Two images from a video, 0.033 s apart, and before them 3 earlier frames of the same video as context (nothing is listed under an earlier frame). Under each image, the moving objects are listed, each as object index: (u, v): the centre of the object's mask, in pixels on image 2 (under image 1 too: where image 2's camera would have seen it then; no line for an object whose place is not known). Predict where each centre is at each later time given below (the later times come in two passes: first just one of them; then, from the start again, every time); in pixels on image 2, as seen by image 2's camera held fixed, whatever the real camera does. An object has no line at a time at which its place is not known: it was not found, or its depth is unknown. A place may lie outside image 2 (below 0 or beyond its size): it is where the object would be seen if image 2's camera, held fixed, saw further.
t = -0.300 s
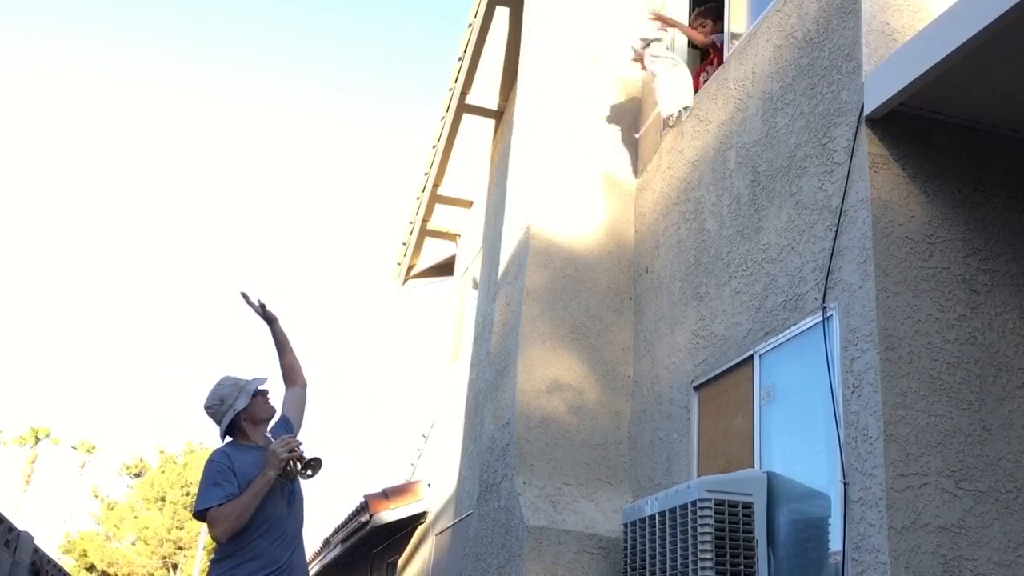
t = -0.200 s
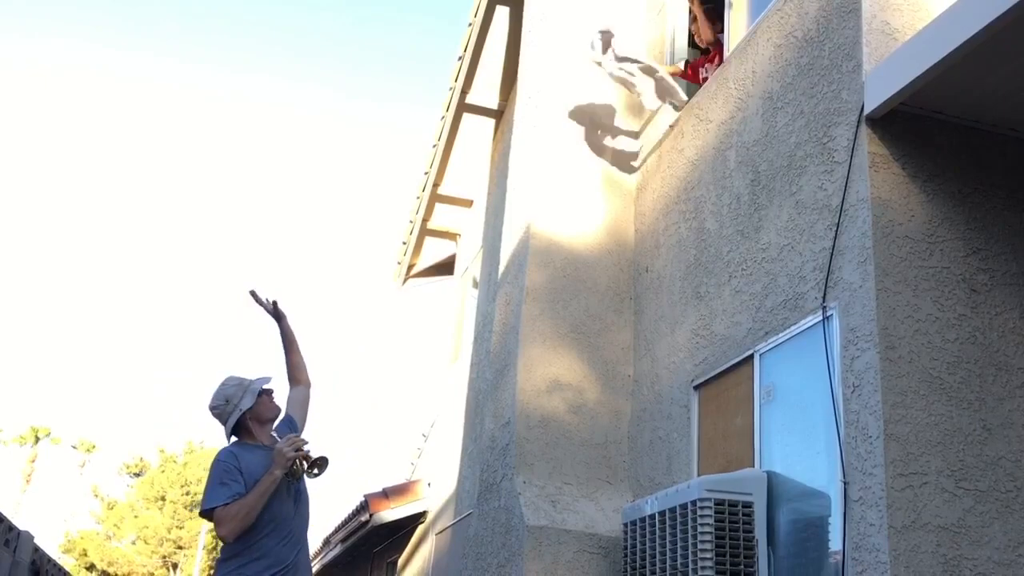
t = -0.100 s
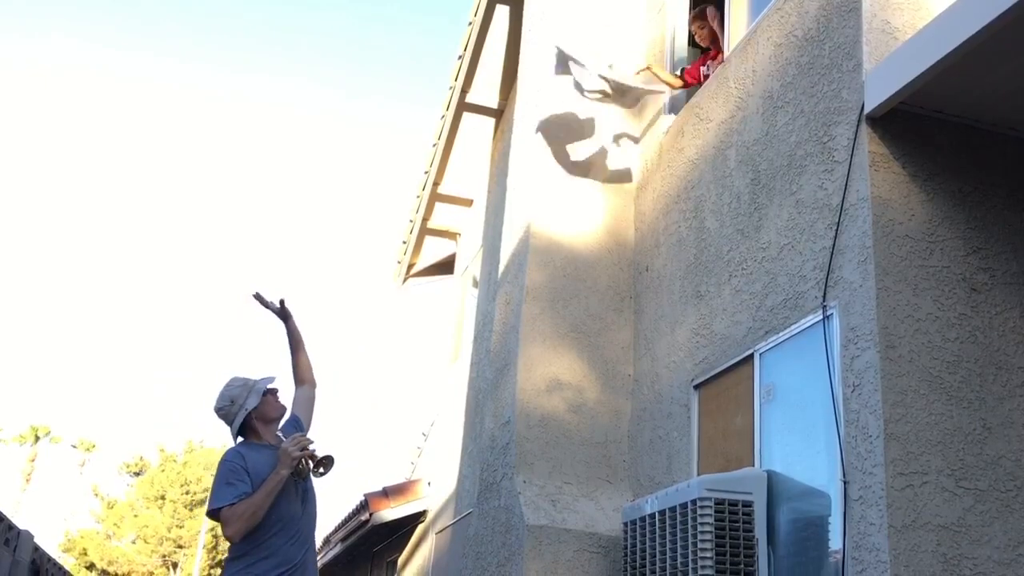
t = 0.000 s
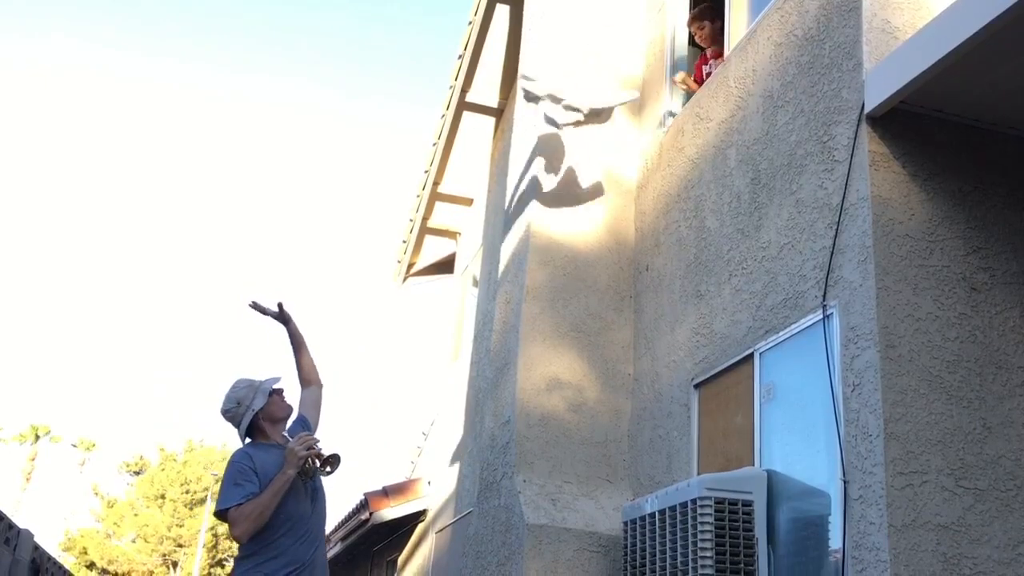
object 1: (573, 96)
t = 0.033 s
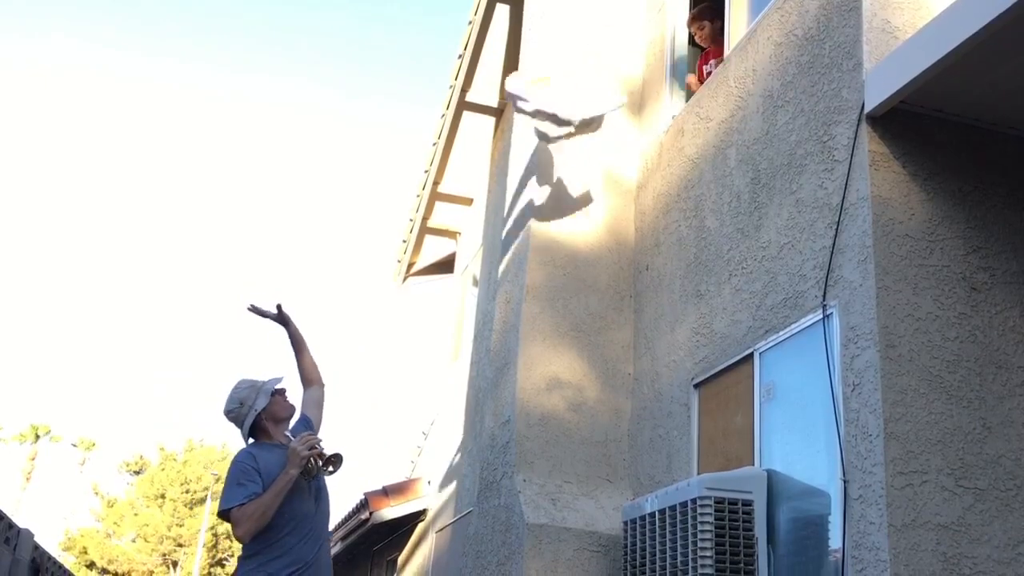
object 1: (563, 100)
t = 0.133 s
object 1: (528, 145)
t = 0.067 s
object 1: (551, 114)
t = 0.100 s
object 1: (538, 131)
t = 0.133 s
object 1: (528, 145)
